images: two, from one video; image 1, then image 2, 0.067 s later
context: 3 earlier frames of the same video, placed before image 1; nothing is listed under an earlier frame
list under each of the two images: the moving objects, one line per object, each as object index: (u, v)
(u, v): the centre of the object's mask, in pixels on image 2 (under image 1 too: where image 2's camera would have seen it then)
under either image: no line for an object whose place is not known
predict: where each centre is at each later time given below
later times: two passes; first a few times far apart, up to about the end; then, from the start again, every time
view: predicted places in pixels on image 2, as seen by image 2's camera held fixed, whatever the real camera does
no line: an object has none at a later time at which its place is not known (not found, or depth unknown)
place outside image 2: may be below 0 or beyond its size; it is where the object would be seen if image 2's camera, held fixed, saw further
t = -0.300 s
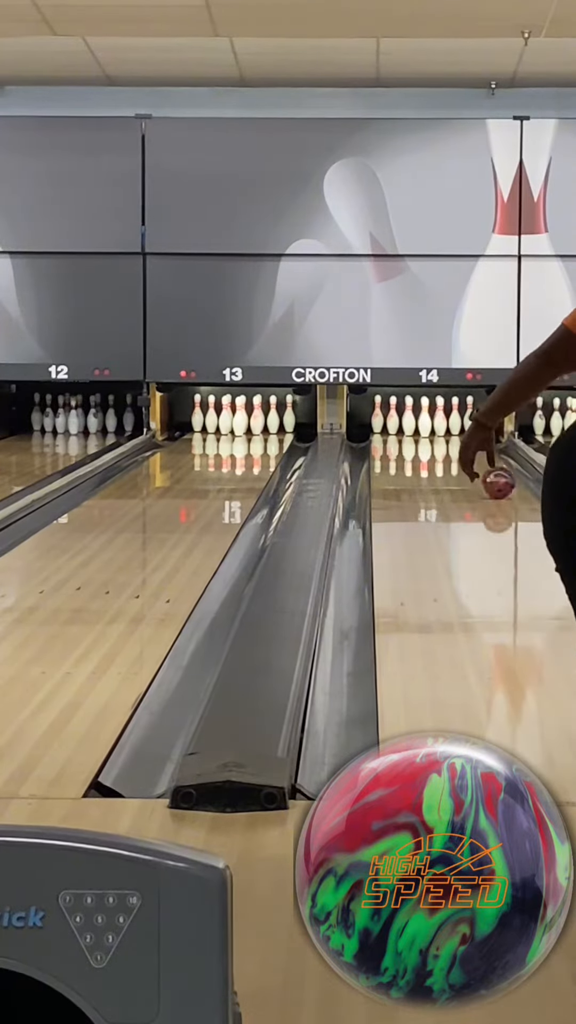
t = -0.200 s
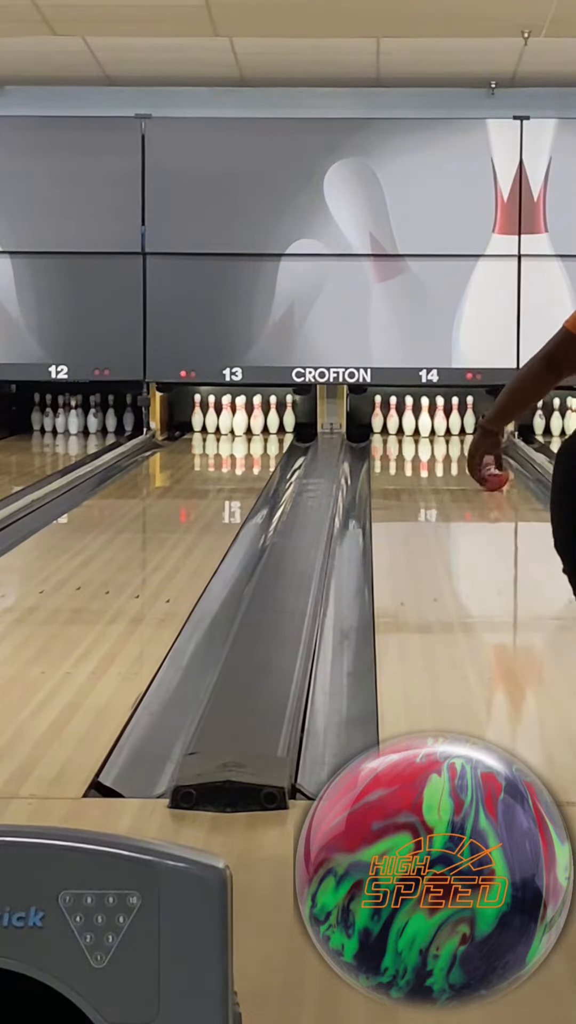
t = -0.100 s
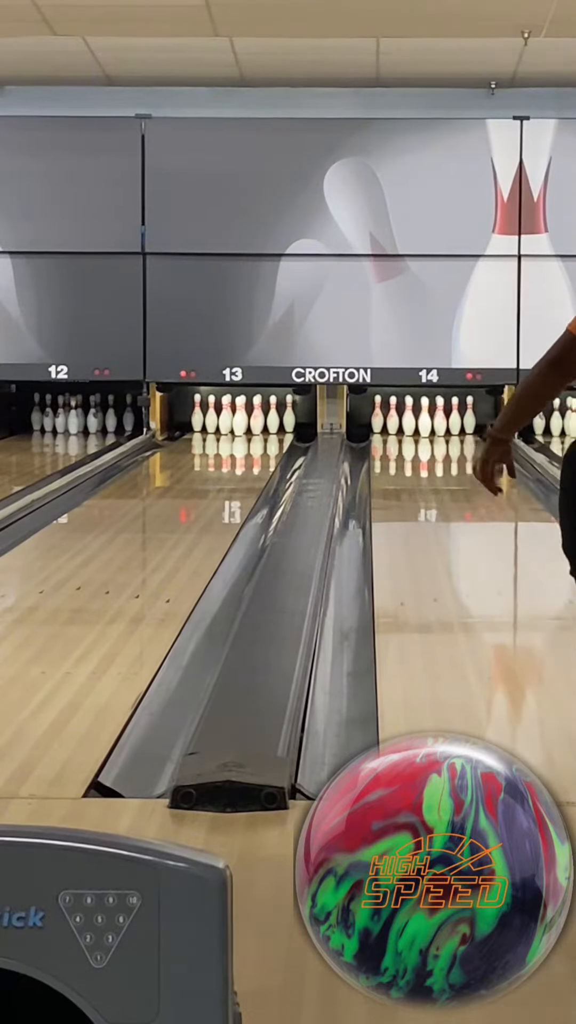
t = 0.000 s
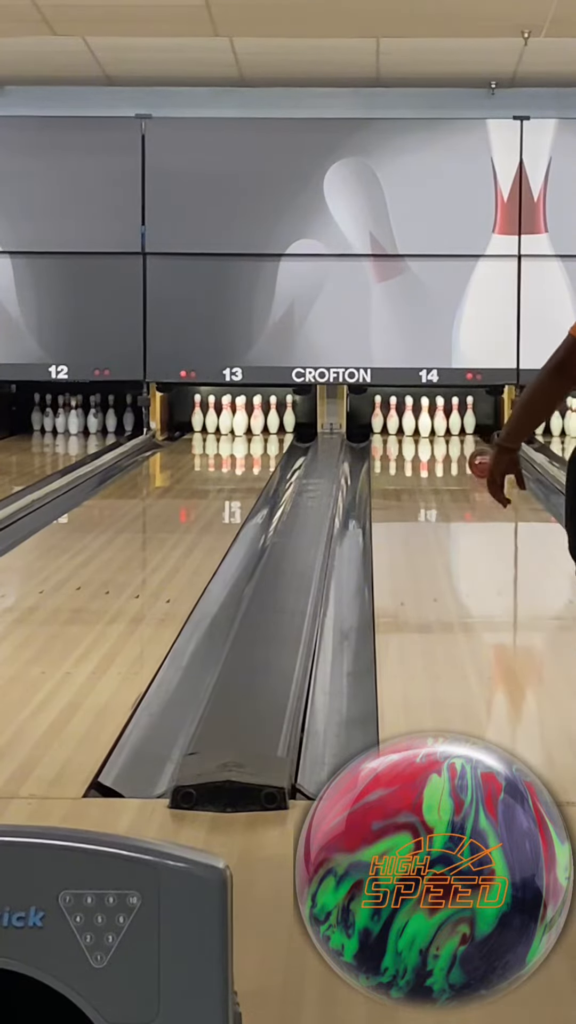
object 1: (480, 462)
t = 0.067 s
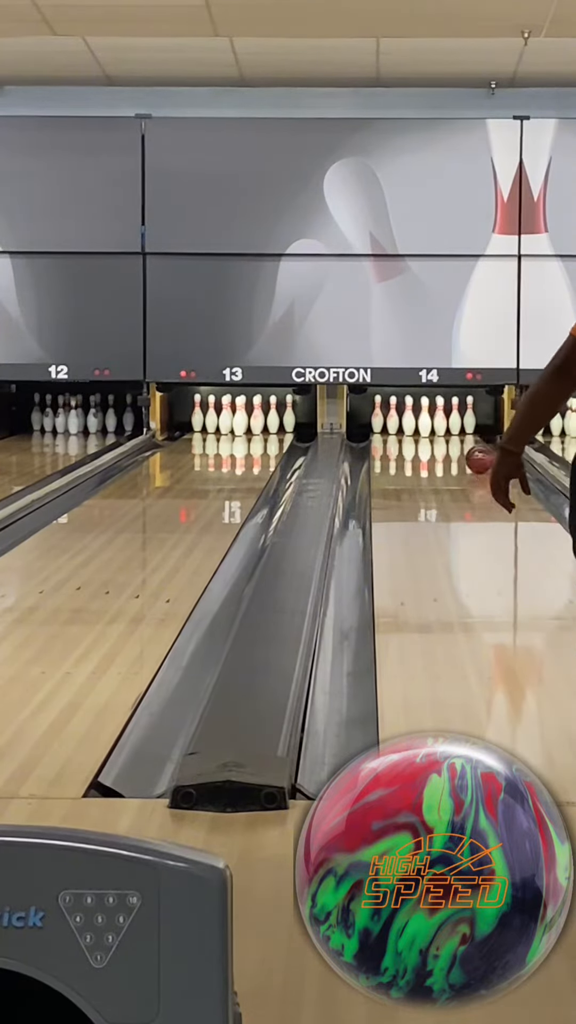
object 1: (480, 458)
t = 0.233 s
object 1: (472, 450)
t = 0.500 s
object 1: (459, 440)
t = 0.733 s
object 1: (446, 432)
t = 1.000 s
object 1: (436, 426)
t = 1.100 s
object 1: (437, 424)
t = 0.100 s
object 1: (479, 457)
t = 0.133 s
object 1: (477, 455)
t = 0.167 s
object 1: (476, 453)
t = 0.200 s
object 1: (474, 452)
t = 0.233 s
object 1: (472, 450)
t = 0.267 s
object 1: (470, 449)
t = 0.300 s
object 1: (469, 447)
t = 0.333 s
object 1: (468, 446)
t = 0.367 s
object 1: (466, 445)
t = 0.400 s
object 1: (464, 443)
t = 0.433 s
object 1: (462, 442)
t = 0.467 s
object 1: (460, 441)
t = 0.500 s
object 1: (459, 440)
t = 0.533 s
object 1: (457, 439)
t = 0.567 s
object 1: (455, 438)
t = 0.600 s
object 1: (454, 436)
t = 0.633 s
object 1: (452, 435)
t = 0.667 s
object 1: (450, 434)
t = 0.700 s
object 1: (448, 433)
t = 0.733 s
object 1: (446, 432)
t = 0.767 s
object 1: (444, 431)
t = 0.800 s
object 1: (443, 430)
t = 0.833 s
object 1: (440, 429)
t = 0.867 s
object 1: (438, 428)
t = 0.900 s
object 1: (436, 427)
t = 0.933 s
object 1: (436, 427)
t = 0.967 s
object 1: (437, 426)
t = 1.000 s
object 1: (436, 426)
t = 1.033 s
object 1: (436, 425)
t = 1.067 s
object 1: (436, 425)
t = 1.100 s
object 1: (437, 424)
